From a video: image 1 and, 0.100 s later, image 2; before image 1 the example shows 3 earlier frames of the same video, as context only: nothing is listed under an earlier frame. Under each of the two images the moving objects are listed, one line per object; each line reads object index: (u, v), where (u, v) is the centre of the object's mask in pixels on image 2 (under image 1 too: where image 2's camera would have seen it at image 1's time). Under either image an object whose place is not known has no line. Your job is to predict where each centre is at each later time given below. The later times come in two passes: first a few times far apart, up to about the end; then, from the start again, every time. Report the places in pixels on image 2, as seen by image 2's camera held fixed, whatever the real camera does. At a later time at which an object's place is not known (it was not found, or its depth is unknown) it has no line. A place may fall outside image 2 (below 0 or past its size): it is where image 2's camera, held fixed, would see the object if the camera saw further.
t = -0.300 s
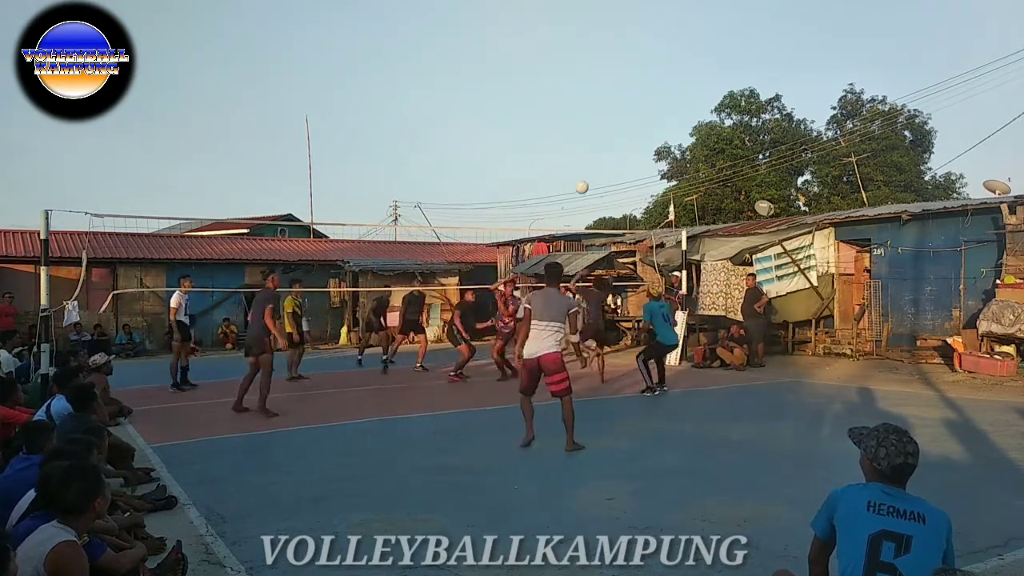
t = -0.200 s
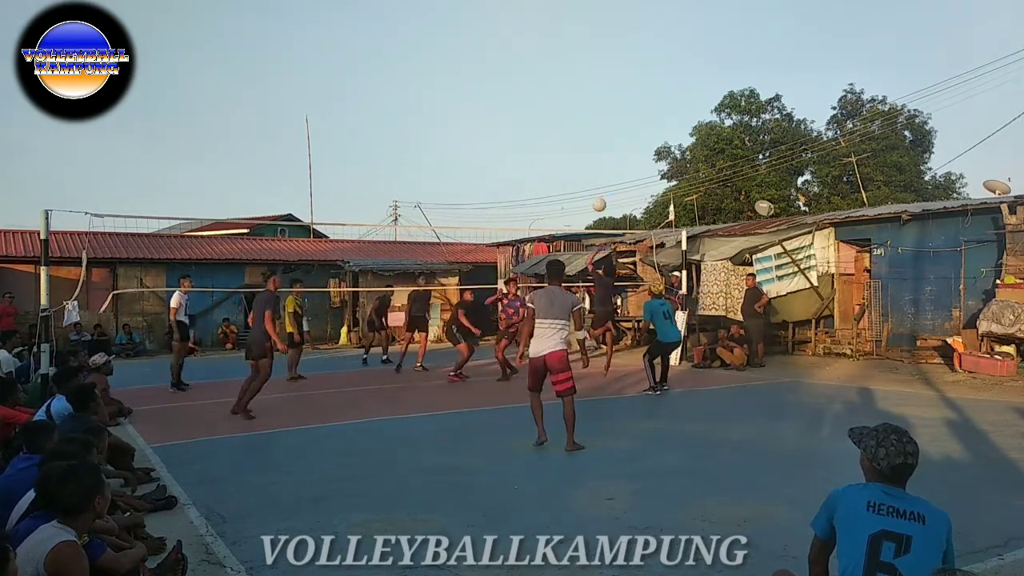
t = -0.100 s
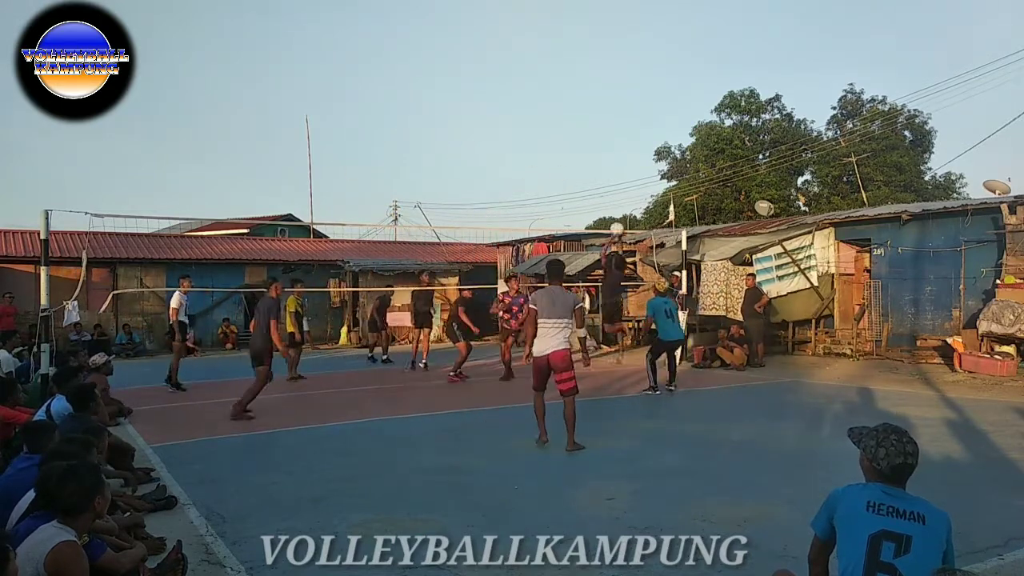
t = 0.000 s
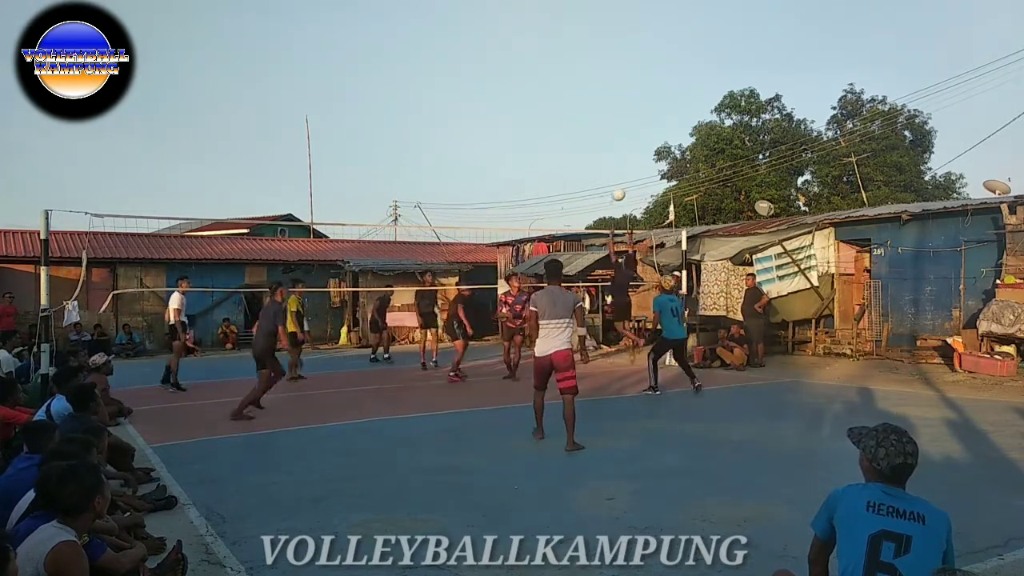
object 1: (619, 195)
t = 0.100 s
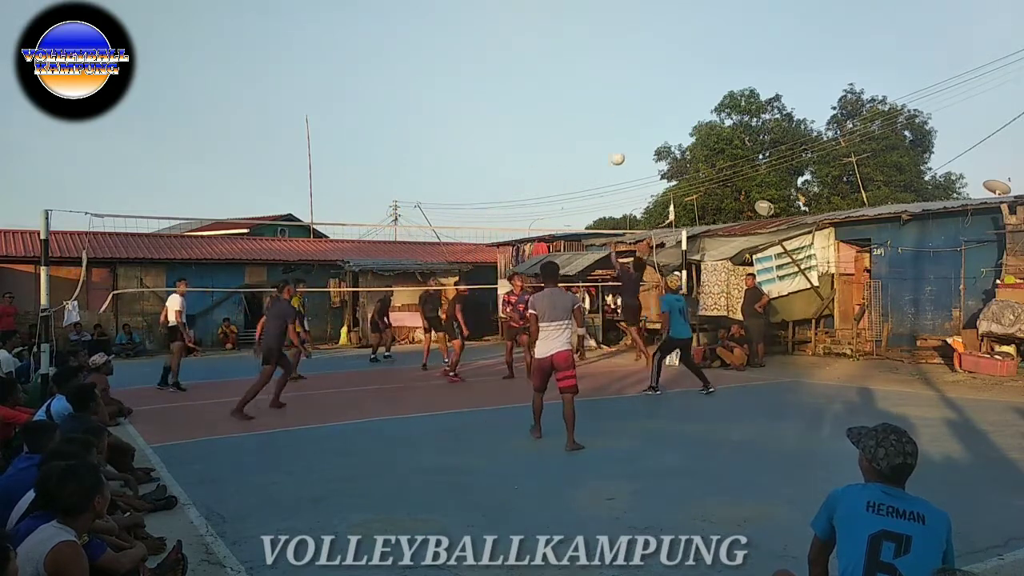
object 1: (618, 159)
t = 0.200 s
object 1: (617, 129)
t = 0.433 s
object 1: (614, 84)
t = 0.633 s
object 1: (611, 74)
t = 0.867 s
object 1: (608, 97)
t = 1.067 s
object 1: (606, 148)
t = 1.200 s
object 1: (603, 200)
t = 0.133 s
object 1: (617, 148)
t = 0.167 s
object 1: (617, 138)
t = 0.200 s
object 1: (617, 129)
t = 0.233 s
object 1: (616, 120)
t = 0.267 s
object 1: (616, 113)
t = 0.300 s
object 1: (615, 107)
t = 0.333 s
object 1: (615, 99)
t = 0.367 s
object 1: (614, 94)
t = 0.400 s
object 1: (614, 88)
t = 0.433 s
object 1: (614, 84)
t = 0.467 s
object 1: (614, 80)
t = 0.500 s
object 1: (613, 77)
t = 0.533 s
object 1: (613, 75)
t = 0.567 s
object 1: (612, 74)
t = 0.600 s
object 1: (612, 73)
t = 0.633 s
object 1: (611, 74)
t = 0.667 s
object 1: (611, 74)
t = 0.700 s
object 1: (610, 76)
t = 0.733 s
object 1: (610, 78)
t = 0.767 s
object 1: (610, 82)
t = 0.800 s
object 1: (609, 86)
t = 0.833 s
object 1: (609, 90)
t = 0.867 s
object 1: (608, 97)
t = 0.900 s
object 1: (608, 103)
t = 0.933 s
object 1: (607, 111)
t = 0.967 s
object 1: (607, 119)
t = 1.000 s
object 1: (607, 128)
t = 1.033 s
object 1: (607, 138)
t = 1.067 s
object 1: (606, 148)
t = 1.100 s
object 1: (606, 160)
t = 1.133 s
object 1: (605, 173)
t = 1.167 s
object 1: (604, 186)
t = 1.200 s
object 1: (603, 200)
